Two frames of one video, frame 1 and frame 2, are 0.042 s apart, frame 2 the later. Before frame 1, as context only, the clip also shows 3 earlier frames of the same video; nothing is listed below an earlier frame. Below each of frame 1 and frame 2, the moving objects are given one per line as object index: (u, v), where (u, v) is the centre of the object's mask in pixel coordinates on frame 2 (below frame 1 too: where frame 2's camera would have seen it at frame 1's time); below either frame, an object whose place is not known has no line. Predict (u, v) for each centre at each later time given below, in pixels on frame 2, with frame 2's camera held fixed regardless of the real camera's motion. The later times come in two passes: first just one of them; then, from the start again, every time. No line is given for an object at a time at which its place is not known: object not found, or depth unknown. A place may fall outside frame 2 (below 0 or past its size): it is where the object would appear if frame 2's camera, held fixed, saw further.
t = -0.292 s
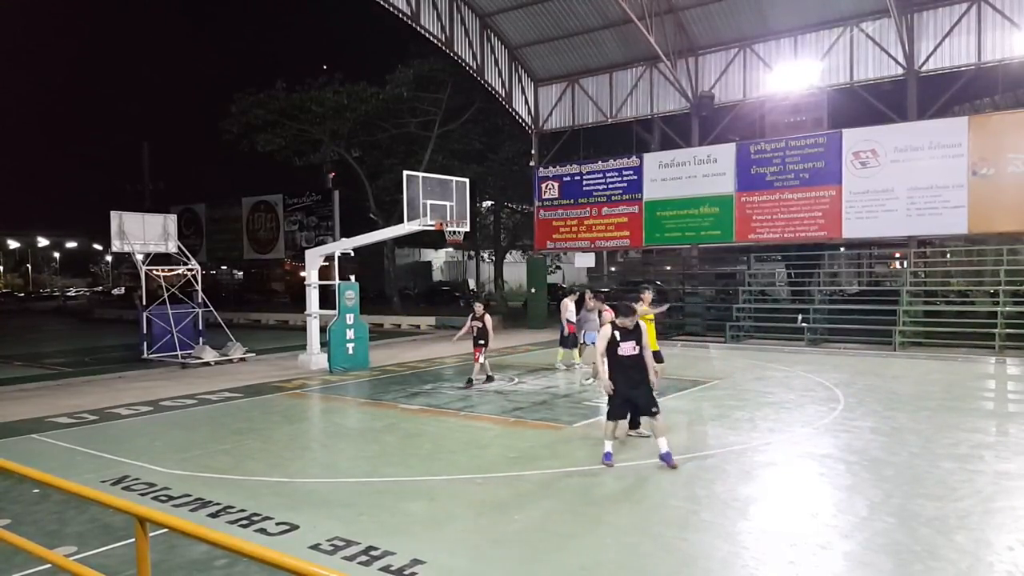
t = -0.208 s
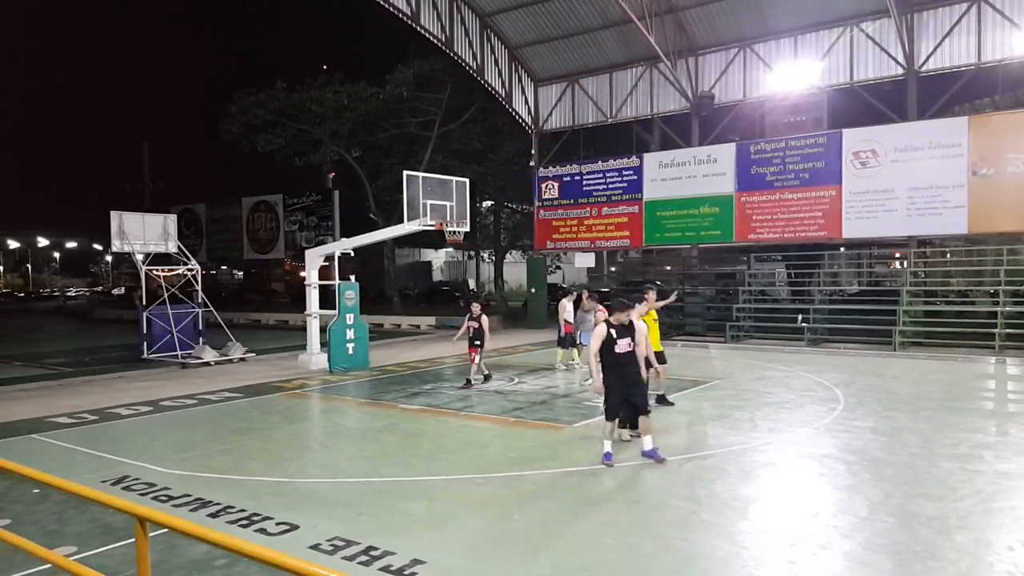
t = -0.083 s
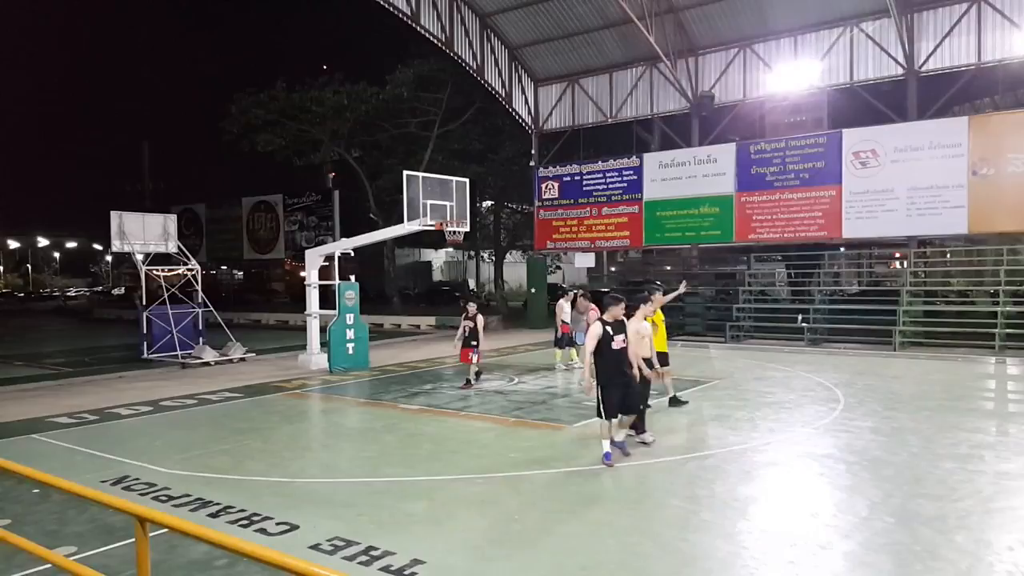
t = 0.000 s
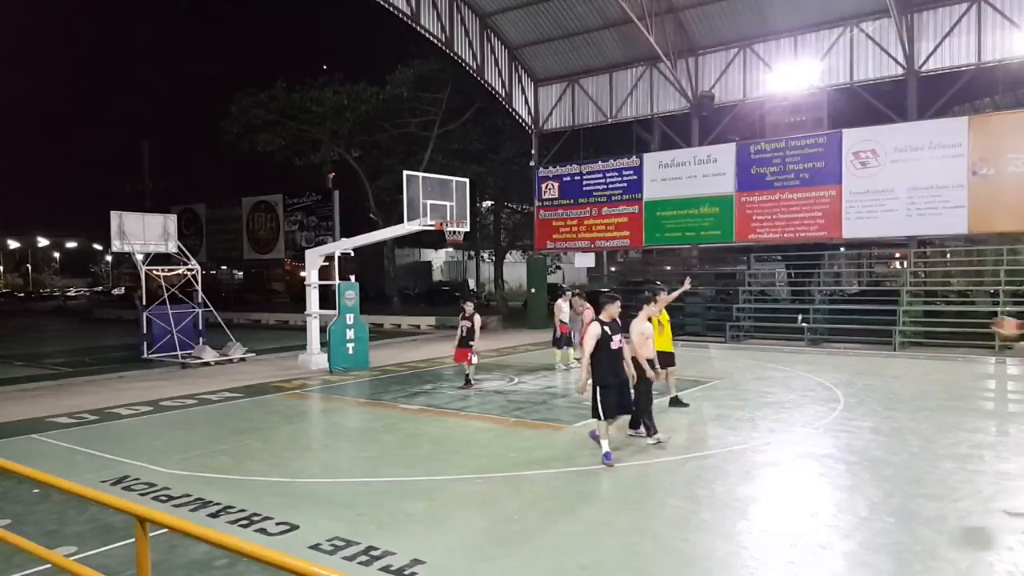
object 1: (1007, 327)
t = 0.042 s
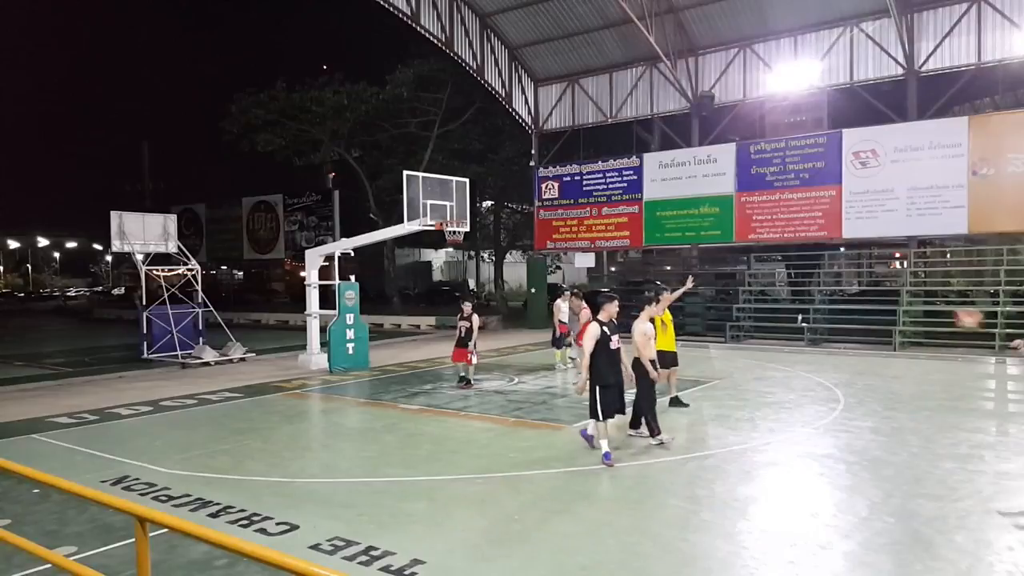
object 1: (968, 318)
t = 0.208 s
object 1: (849, 307)
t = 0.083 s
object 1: (944, 314)
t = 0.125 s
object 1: (908, 310)
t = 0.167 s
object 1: (883, 308)
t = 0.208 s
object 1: (849, 307)
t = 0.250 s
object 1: (826, 306)
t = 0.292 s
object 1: (793, 310)
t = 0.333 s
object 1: (772, 312)
